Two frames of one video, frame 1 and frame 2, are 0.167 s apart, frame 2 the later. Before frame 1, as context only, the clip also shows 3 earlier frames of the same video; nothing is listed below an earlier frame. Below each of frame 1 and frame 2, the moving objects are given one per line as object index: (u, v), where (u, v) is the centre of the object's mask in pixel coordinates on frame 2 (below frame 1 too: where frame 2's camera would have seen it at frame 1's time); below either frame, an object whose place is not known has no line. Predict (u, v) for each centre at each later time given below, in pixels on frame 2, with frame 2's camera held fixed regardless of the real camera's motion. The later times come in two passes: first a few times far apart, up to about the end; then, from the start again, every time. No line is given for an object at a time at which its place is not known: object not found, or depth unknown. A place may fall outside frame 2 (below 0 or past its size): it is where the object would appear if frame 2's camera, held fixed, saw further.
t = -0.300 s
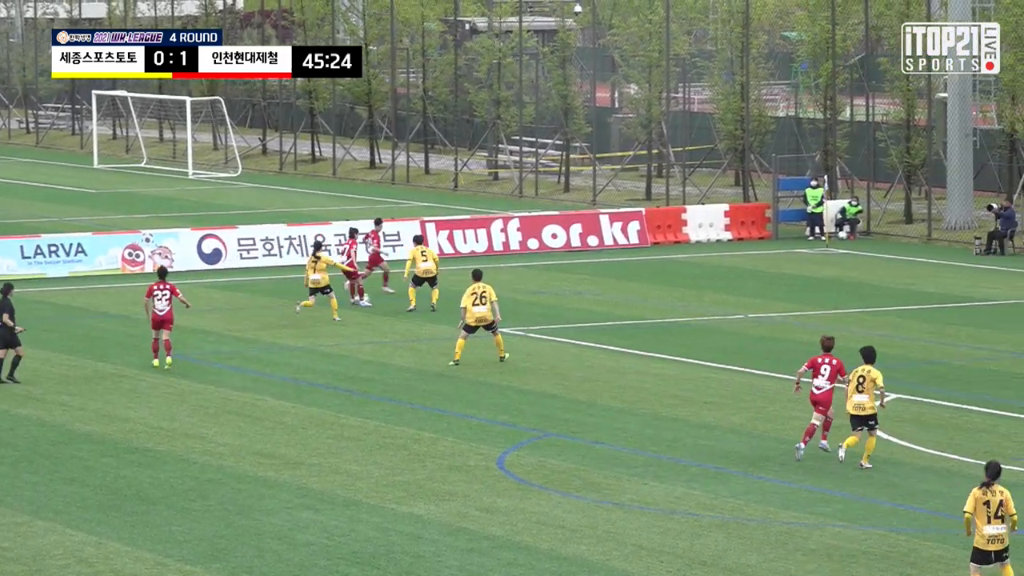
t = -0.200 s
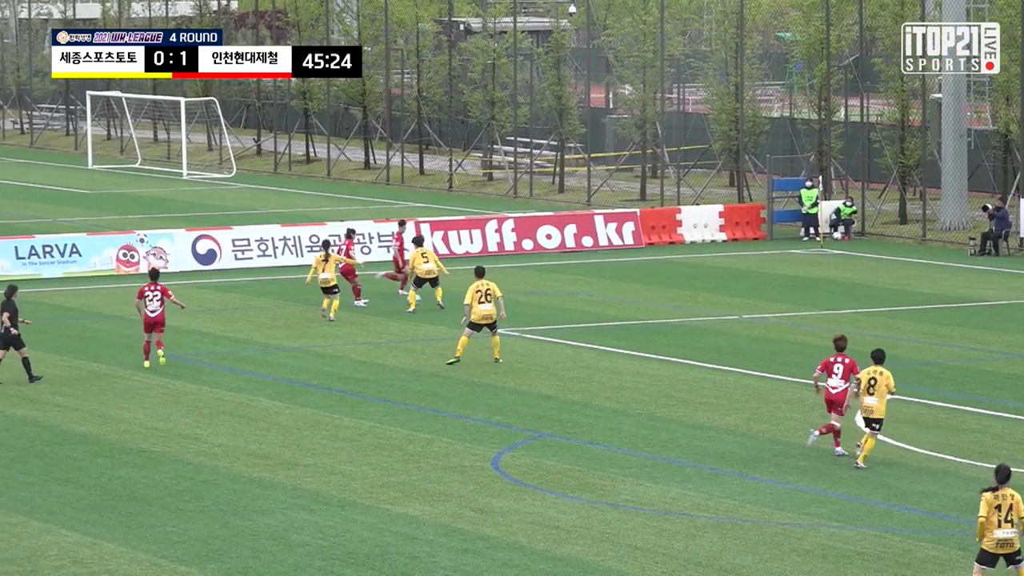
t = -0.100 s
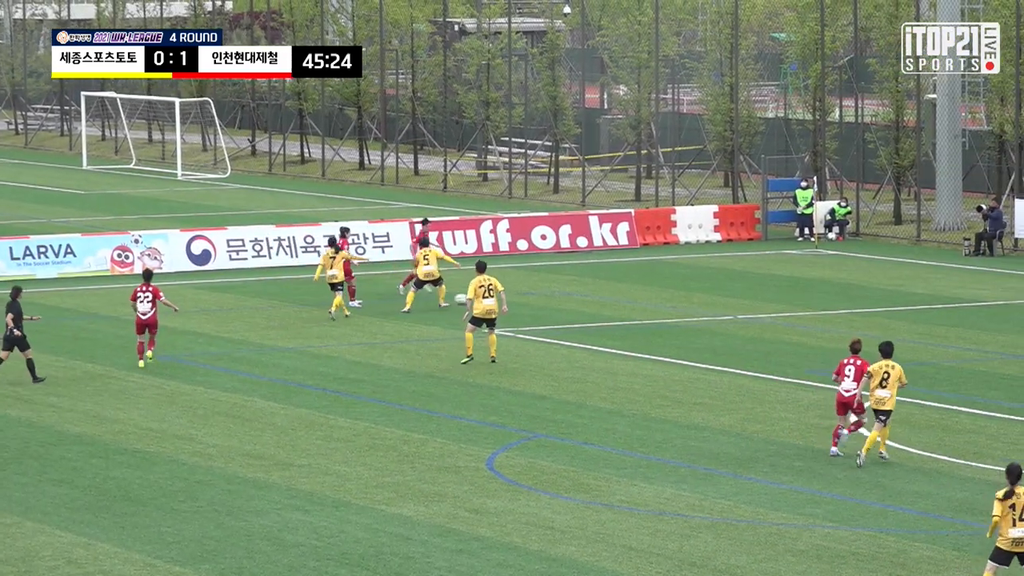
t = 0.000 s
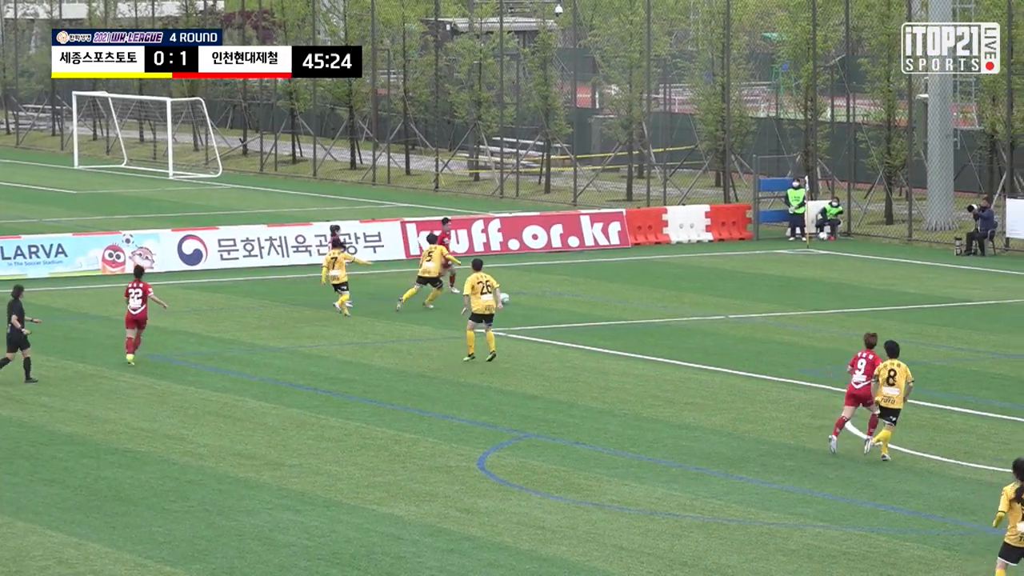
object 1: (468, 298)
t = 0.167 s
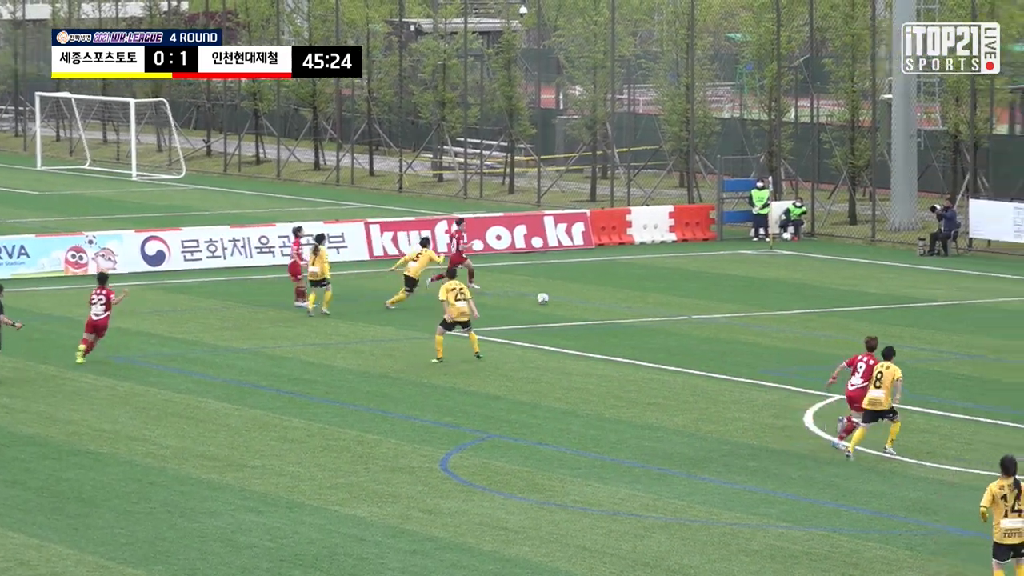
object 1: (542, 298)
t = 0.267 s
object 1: (585, 299)
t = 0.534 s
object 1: (686, 298)
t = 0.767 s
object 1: (759, 298)
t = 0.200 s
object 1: (557, 298)
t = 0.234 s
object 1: (571, 299)
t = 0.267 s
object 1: (585, 299)
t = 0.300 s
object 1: (599, 298)
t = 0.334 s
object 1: (612, 298)
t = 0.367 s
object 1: (624, 297)
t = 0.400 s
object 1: (638, 298)
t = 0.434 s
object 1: (650, 299)
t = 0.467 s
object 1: (663, 298)
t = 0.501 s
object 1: (674, 298)
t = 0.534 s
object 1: (686, 298)
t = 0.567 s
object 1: (697, 298)
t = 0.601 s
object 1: (708, 298)
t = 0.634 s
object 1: (719, 297)
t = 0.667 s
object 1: (730, 298)
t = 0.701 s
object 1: (740, 298)
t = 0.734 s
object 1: (750, 298)
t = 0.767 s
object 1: (759, 298)
